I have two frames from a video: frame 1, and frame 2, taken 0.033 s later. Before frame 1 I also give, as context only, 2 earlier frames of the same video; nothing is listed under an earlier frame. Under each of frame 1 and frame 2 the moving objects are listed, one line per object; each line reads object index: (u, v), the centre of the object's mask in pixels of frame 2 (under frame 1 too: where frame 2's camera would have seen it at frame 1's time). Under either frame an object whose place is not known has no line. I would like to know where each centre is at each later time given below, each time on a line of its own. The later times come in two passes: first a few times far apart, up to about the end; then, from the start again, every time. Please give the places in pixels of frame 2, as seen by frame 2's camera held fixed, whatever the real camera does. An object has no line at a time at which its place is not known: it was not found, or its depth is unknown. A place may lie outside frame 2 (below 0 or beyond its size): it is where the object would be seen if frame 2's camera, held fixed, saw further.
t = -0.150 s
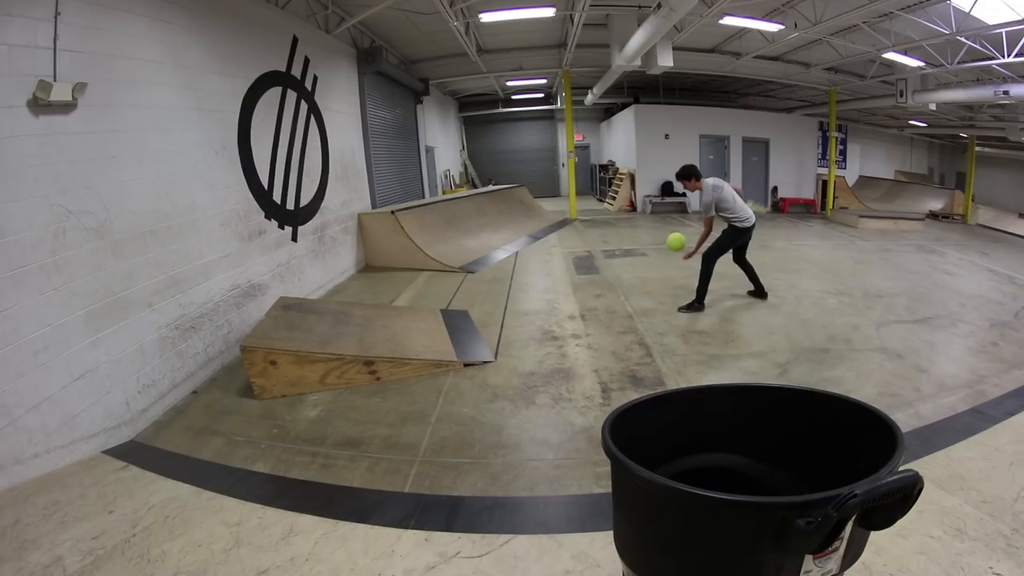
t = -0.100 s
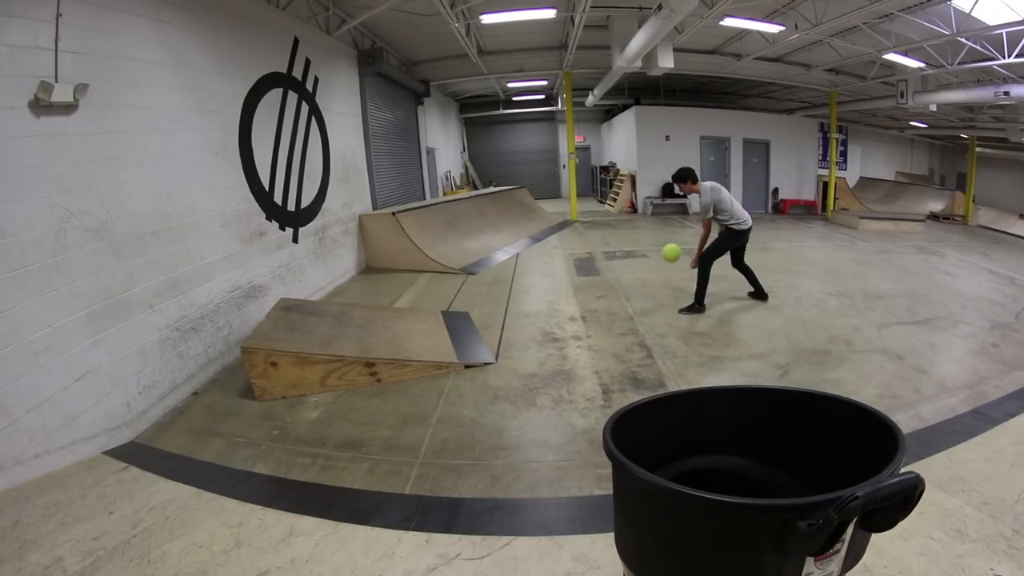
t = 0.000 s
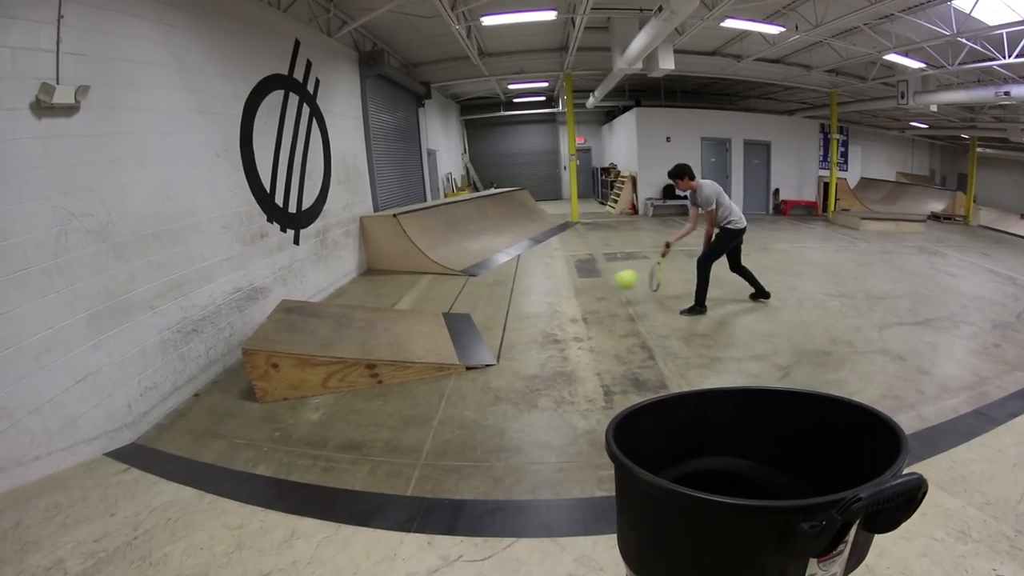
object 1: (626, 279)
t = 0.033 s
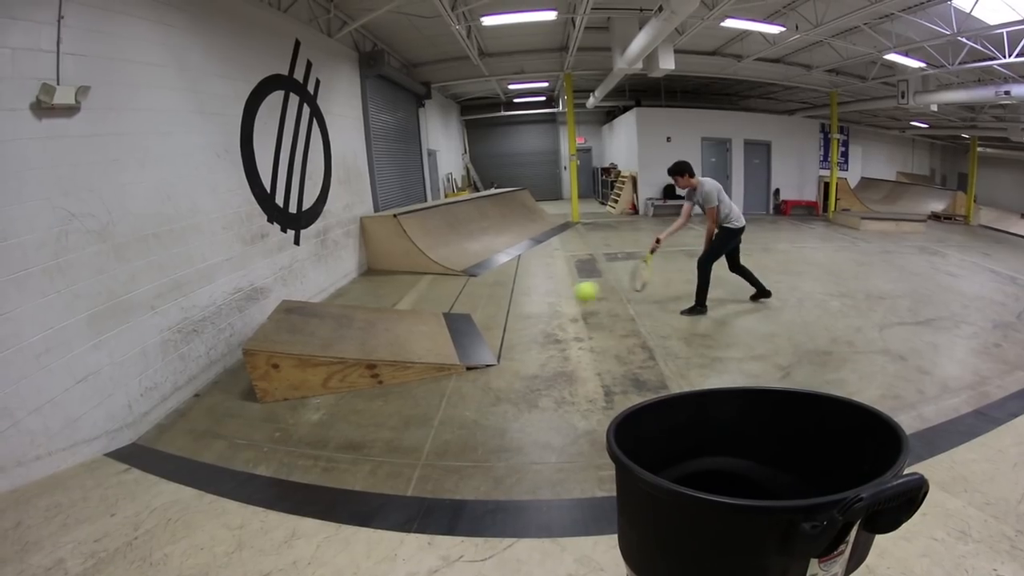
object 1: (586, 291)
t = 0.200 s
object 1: (381, 298)
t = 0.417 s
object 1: (174, 232)
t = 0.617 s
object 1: (176, 144)
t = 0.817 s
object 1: (236, 59)
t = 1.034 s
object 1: (381, 22)
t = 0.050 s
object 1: (564, 298)
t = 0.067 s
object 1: (542, 305)
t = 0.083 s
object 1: (519, 311)
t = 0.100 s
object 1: (495, 319)
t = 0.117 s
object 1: (471, 327)
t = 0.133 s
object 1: (448, 331)
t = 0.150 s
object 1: (431, 322)
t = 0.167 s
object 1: (413, 314)
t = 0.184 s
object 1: (397, 306)
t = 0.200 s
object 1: (381, 298)
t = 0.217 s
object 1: (364, 291)
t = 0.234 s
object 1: (347, 284)
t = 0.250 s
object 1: (329, 277)
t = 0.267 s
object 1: (312, 271)
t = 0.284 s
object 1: (296, 265)
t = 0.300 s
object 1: (279, 259)
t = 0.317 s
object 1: (263, 254)
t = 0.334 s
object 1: (247, 249)
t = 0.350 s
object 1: (232, 245)
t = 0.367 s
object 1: (217, 241)
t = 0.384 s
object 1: (202, 237)
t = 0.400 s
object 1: (188, 234)
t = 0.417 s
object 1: (174, 232)
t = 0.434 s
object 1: (160, 230)
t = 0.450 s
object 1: (154, 225)
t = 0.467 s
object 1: (156, 216)
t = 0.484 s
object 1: (158, 208)
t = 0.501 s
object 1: (159, 200)
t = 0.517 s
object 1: (161, 192)
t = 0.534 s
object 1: (163, 184)
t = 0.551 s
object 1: (166, 176)
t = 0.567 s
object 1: (168, 168)
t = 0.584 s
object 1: (171, 160)
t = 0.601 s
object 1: (173, 152)
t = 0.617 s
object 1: (176, 144)
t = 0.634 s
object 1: (180, 136)
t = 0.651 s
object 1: (184, 129)
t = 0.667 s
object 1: (187, 121)
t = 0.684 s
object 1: (191, 114)
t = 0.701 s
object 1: (196, 106)
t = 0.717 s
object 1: (201, 99)
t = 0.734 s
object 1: (206, 91)
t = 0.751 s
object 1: (212, 84)
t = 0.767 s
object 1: (217, 77)
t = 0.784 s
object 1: (223, 71)
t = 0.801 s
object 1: (229, 65)
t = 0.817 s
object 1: (236, 59)
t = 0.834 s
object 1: (244, 53)
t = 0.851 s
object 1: (252, 48)
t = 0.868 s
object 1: (261, 43)
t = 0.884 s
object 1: (270, 37)
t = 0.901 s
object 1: (279, 33)
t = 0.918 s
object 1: (289, 29)
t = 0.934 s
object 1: (300, 26)
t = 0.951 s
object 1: (310, 23)
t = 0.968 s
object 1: (322, 21)
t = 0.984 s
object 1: (335, 21)
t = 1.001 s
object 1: (349, 21)
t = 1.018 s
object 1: (365, 21)
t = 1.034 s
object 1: (381, 22)
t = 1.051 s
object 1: (398, 24)
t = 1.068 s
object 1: (416, 27)
